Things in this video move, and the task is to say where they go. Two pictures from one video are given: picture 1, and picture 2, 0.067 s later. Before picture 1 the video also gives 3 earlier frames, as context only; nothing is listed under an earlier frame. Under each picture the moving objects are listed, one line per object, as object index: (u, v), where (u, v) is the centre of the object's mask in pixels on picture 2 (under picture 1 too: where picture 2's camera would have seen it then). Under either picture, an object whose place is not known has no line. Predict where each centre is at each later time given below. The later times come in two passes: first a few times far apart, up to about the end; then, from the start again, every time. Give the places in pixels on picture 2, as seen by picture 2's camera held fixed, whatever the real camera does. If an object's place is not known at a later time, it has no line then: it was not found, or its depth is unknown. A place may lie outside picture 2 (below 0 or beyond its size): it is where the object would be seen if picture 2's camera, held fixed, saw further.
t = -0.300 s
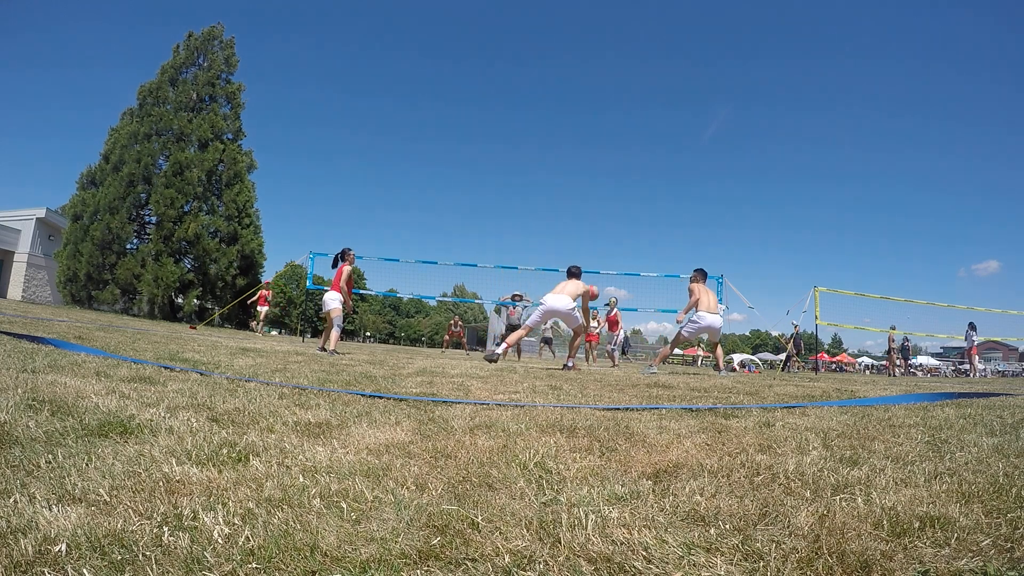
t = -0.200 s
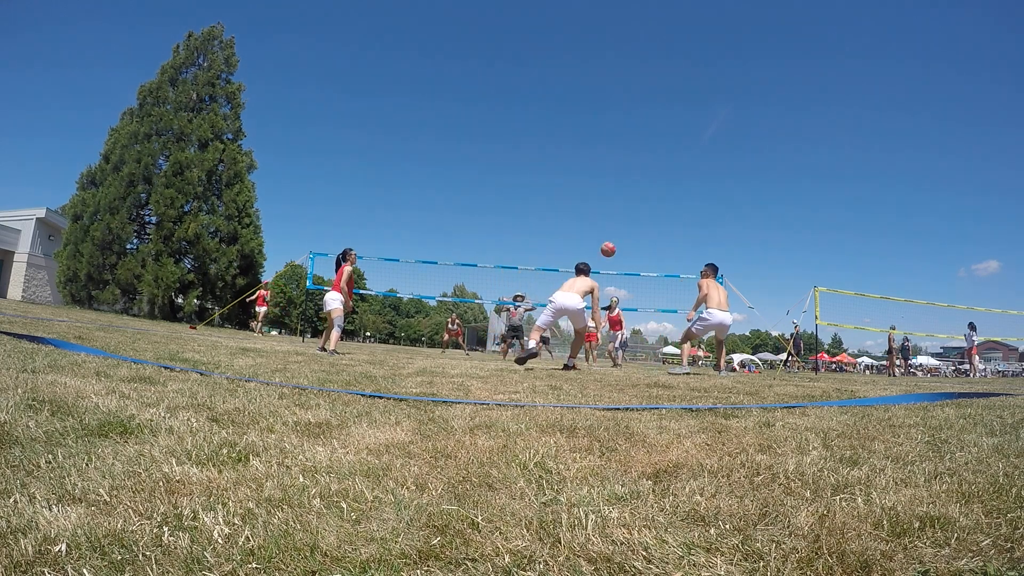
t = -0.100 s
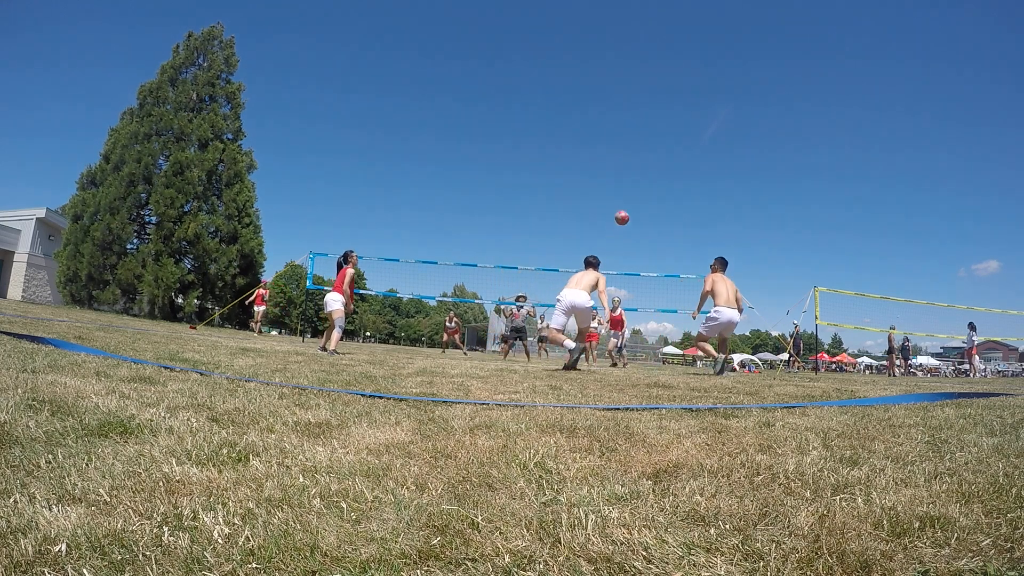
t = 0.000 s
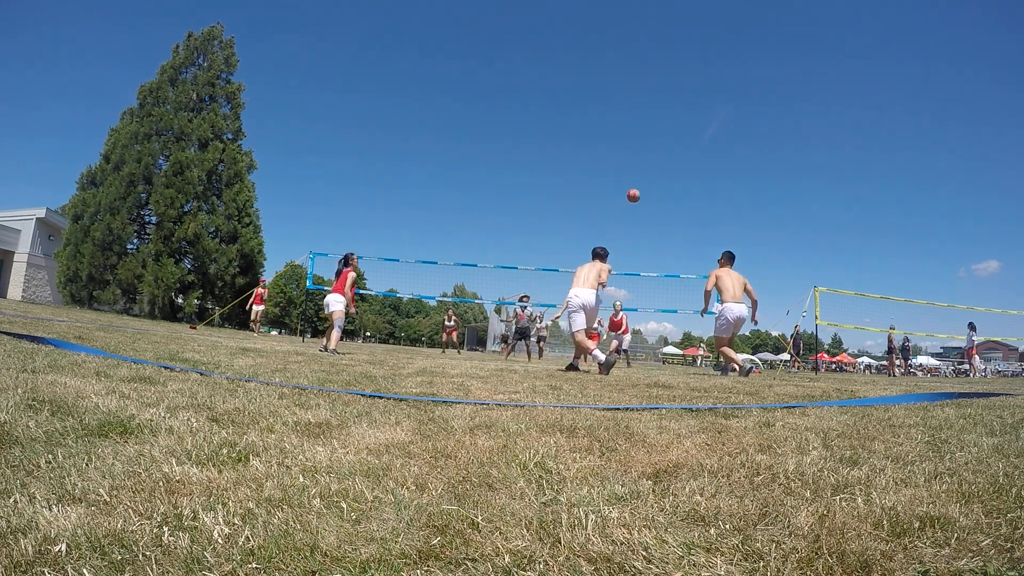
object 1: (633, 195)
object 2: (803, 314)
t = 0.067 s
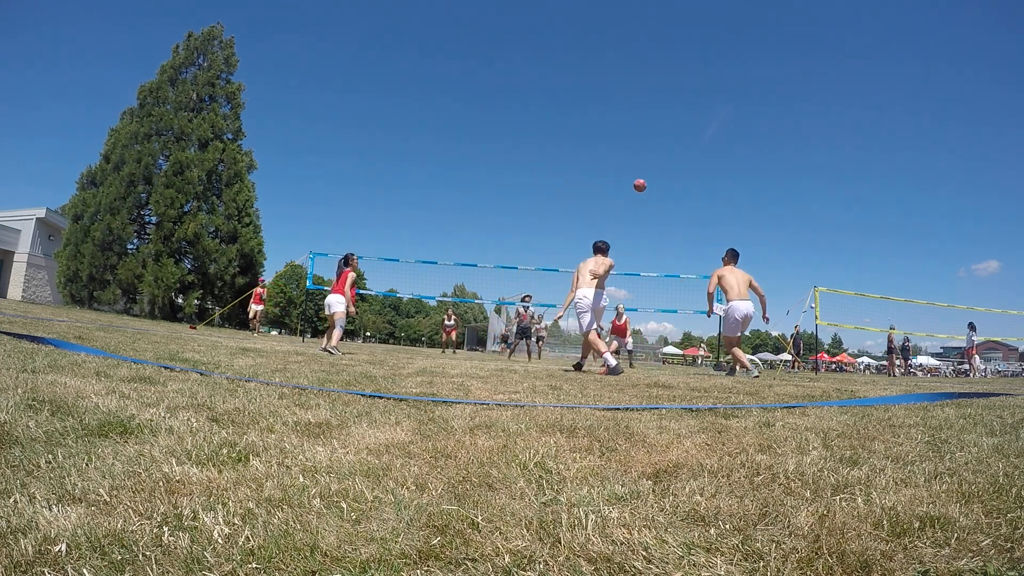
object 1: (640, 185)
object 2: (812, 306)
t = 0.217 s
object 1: (652, 173)
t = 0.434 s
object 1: (668, 175)
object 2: (865, 271)
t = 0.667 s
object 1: (681, 200)
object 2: (903, 268)
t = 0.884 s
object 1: (691, 241)
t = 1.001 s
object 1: (696, 269)
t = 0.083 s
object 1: (641, 183)
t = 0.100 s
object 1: (643, 181)
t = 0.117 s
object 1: (645, 179)
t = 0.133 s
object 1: (646, 178)
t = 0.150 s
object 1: (647, 177)
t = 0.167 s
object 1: (649, 175)
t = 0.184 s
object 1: (650, 174)
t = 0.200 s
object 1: (651, 173)
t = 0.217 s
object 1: (652, 173)
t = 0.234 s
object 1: (654, 172)
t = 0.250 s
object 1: (655, 172)
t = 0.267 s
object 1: (656, 171)
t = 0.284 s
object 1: (658, 171)
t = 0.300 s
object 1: (659, 171)
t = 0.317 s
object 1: (660, 171)
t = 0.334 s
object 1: (661, 171)
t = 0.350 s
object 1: (662, 172)
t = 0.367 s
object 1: (664, 172)
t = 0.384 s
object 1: (665, 173)
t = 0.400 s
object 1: (666, 173)
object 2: (860, 273)
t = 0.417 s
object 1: (667, 174)
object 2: (862, 272)
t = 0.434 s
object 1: (668, 175)
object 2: (865, 271)
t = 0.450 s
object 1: (669, 176)
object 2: (867, 270)
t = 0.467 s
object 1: (670, 177)
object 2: (871, 270)
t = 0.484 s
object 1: (671, 179)
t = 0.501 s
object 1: (672, 180)
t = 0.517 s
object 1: (673, 182)
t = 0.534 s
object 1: (674, 183)
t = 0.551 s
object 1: (675, 185)
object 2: (884, 267)
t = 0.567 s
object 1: (676, 187)
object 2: (886, 267)
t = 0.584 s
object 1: (677, 189)
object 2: (889, 267)
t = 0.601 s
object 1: (678, 191)
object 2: (892, 267)
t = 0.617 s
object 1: (679, 193)
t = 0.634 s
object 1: (680, 195)
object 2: (898, 267)
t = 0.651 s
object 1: (681, 198)
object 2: (900, 267)
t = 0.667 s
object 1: (681, 200)
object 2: (903, 268)
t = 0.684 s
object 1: (682, 203)
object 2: (906, 268)
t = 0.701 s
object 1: (683, 205)
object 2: (909, 269)
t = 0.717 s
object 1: (684, 208)
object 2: (913, 269)
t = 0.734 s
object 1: (685, 211)
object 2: (916, 270)
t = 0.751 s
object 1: (685, 214)
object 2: (919, 271)
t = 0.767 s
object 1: (686, 217)
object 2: (922, 272)
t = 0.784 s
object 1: (687, 220)
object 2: (925, 273)
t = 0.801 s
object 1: (688, 223)
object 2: (928, 274)
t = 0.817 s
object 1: (689, 227)
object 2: (931, 275)
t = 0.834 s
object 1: (689, 230)
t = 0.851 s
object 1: (690, 234)
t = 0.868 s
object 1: (691, 237)
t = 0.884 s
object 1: (691, 241)
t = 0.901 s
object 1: (692, 245)
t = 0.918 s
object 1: (693, 249)
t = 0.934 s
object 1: (694, 252)
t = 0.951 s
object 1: (694, 256)
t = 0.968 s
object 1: (695, 261)
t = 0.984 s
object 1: (695, 265)
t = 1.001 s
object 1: (696, 269)
